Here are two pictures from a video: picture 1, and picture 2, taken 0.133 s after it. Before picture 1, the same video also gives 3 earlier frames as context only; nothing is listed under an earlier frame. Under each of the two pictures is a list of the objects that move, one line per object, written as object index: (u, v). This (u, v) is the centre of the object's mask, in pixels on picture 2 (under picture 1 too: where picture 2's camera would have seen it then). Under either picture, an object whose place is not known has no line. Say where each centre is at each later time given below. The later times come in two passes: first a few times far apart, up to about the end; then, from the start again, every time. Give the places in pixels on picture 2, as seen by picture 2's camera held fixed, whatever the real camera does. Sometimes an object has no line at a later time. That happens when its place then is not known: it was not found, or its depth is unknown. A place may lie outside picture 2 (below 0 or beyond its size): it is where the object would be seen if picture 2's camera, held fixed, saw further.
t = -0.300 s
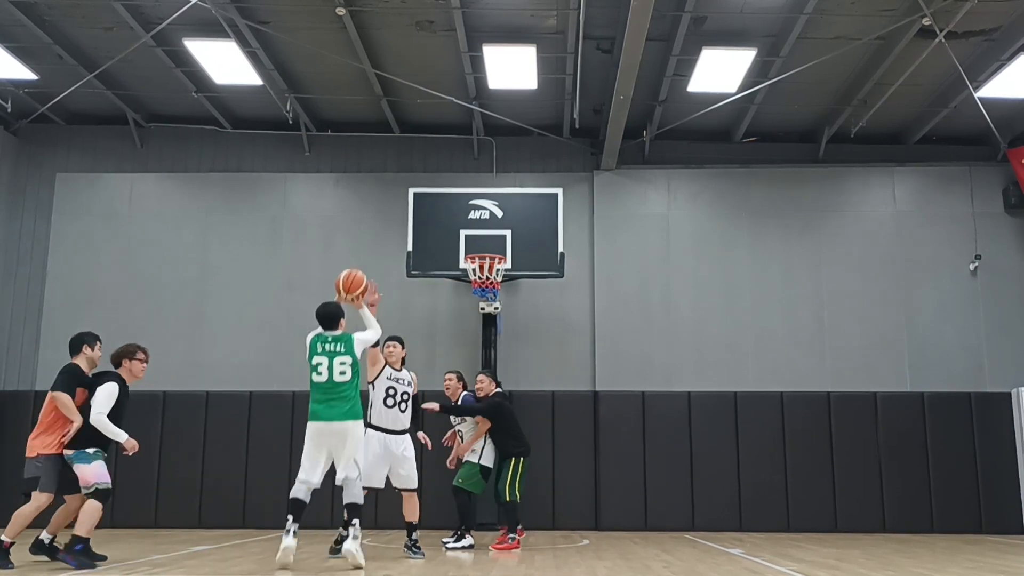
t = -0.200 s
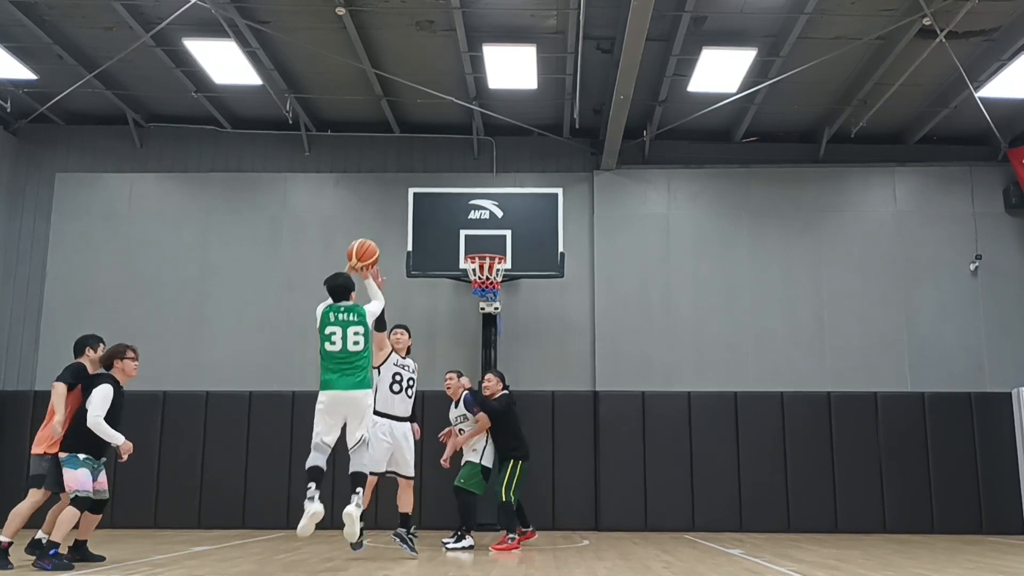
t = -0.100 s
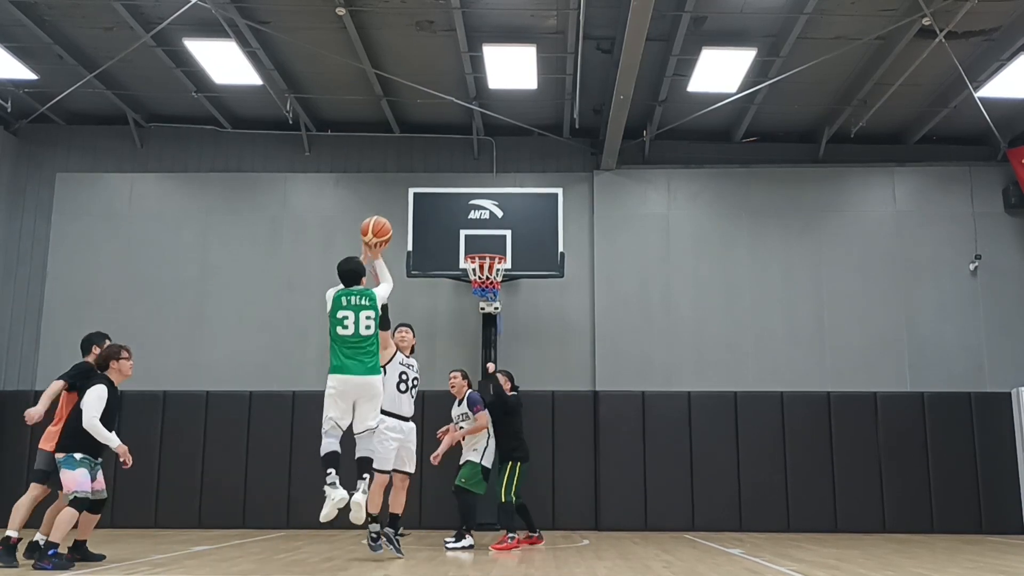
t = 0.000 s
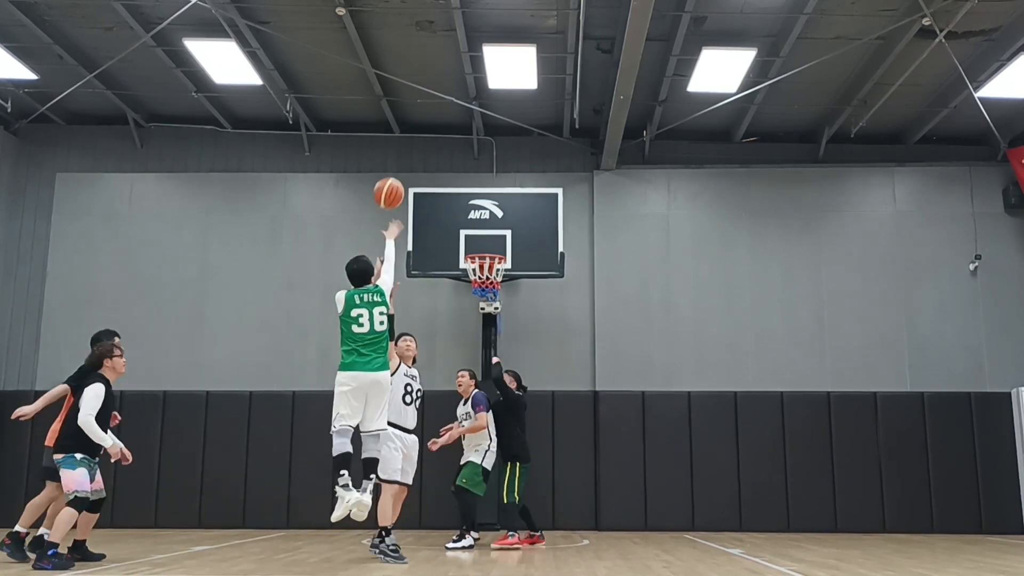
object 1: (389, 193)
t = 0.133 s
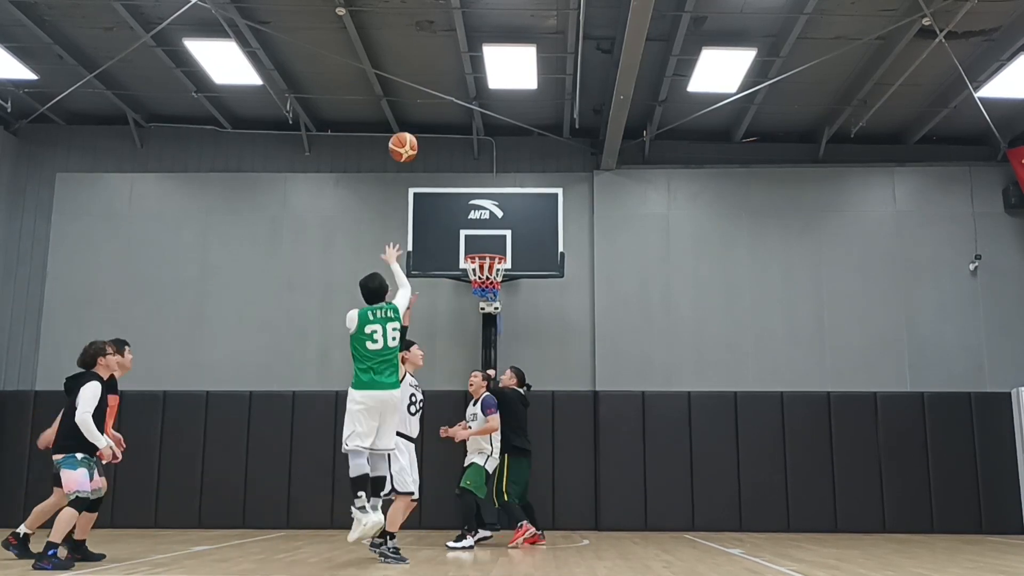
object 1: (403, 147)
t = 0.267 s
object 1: (415, 124)
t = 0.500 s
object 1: (433, 128)
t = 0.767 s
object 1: (450, 192)
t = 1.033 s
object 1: (430, 277)
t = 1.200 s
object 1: (381, 340)
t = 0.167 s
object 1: (406, 139)
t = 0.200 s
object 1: (409, 133)
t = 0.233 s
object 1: (413, 128)
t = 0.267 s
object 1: (415, 124)
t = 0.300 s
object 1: (418, 122)
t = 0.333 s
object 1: (421, 120)
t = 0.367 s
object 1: (423, 120)
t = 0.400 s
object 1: (426, 120)
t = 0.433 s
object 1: (428, 122)
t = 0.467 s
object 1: (431, 125)
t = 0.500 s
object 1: (433, 128)
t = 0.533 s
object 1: (435, 133)
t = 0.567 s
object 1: (438, 138)
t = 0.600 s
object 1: (440, 145)
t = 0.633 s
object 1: (441, 153)
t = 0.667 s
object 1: (444, 161)
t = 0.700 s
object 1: (446, 170)
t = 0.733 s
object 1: (448, 181)
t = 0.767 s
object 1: (450, 192)
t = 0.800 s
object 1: (452, 204)
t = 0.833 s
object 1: (453, 213)
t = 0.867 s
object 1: (454, 226)
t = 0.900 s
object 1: (456, 240)
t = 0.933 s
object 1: (456, 254)
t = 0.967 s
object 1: (447, 260)
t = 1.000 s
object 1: (438, 268)
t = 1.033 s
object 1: (430, 277)
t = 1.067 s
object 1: (419, 289)
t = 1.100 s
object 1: (409, 301)
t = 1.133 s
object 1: (400, 313)
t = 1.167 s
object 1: (391, 326)
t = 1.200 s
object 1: (381, 340)
